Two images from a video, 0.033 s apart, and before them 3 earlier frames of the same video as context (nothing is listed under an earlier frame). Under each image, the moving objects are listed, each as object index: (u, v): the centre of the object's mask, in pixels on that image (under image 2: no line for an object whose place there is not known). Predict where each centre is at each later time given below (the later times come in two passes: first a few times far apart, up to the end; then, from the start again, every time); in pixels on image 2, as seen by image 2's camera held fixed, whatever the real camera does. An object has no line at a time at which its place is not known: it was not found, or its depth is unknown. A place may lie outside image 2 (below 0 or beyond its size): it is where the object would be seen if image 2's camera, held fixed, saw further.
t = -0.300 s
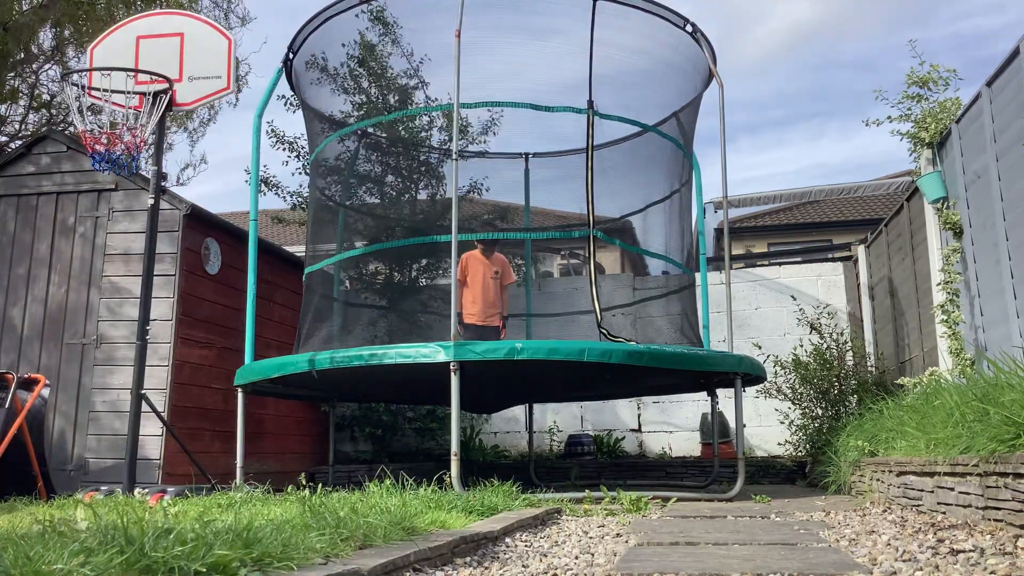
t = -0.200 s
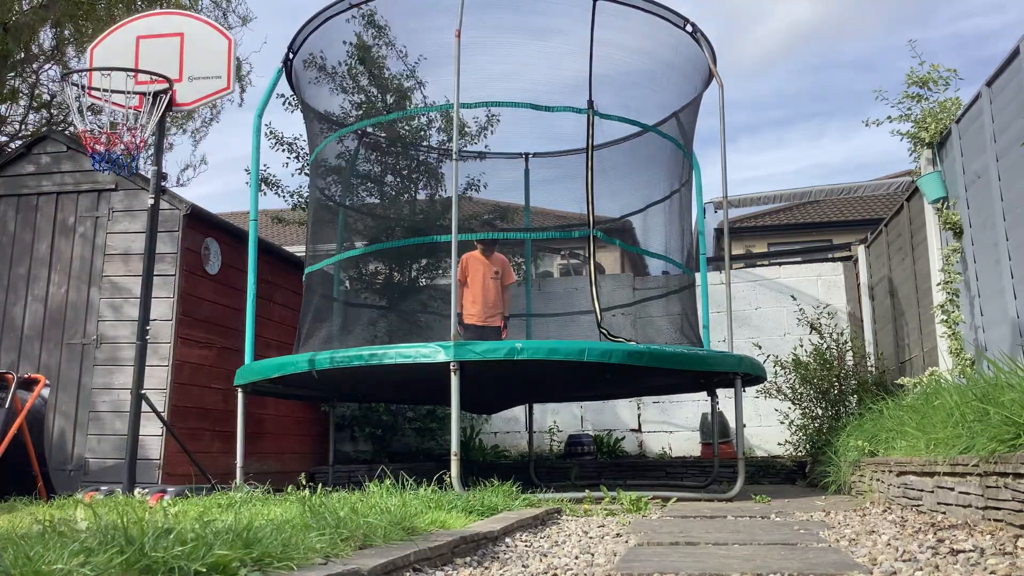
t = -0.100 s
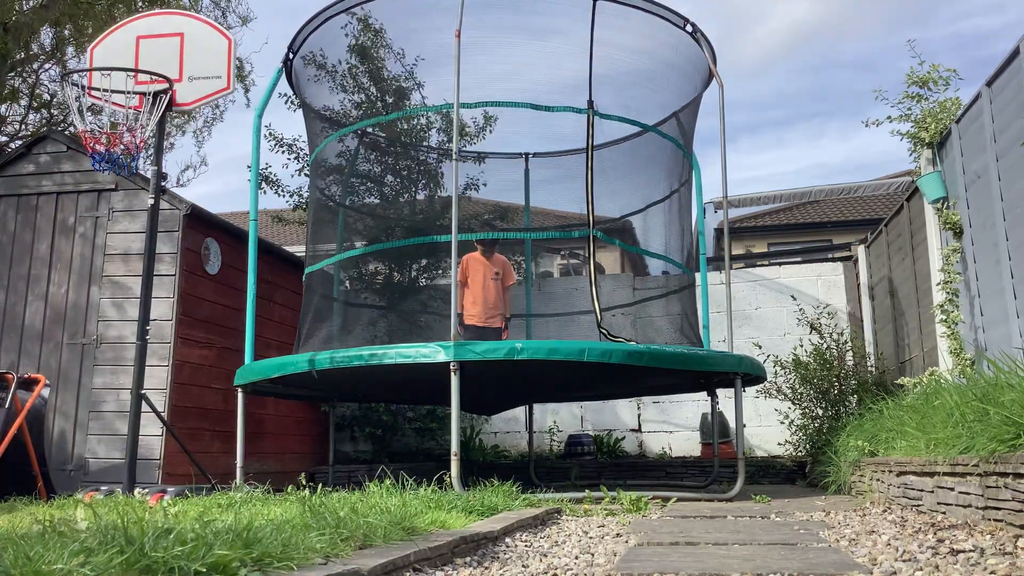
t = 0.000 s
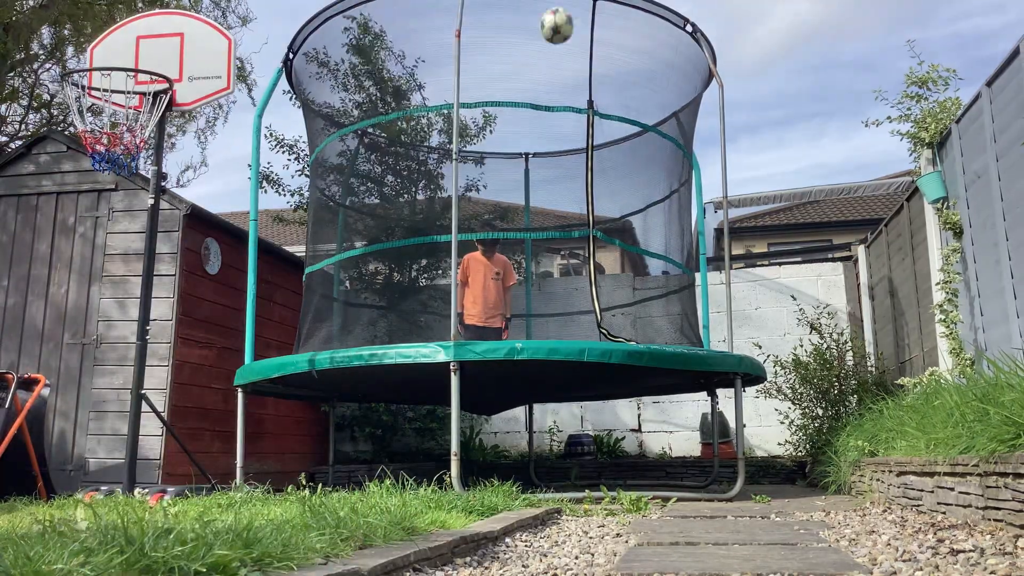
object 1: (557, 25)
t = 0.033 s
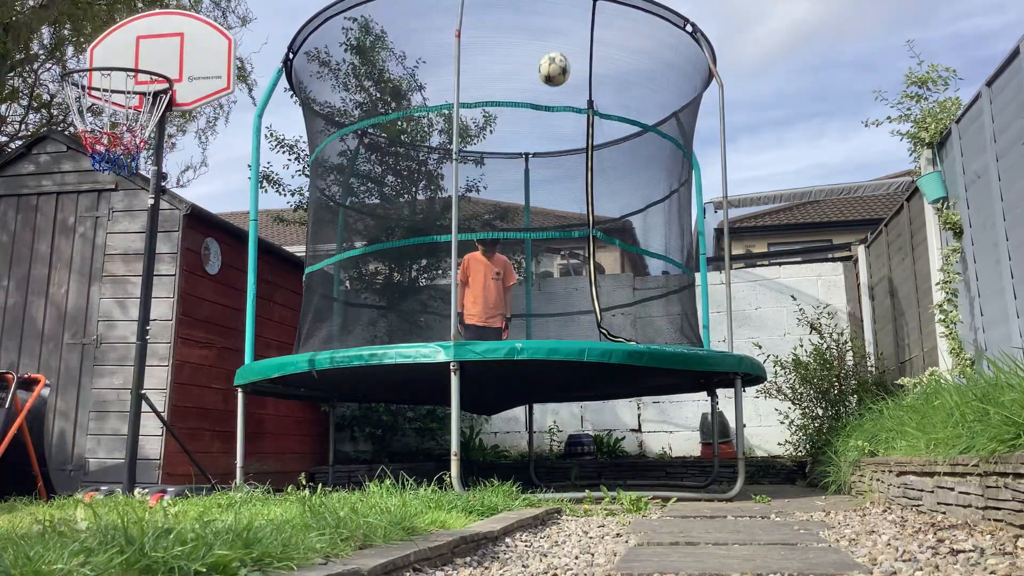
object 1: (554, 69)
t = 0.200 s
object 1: (553, 197)
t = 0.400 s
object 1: (572, 326)
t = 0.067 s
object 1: (552, 110)
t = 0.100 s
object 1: (551, 143)
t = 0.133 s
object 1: (551, 167)
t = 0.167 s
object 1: (551, 183)
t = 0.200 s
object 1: (553, 197)
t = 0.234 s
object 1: (555, 211)
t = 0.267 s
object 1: (559, 229)
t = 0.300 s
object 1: (562, 250)
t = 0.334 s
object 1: (565, 272)
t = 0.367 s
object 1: (568, 298)
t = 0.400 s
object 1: (572, 326)
